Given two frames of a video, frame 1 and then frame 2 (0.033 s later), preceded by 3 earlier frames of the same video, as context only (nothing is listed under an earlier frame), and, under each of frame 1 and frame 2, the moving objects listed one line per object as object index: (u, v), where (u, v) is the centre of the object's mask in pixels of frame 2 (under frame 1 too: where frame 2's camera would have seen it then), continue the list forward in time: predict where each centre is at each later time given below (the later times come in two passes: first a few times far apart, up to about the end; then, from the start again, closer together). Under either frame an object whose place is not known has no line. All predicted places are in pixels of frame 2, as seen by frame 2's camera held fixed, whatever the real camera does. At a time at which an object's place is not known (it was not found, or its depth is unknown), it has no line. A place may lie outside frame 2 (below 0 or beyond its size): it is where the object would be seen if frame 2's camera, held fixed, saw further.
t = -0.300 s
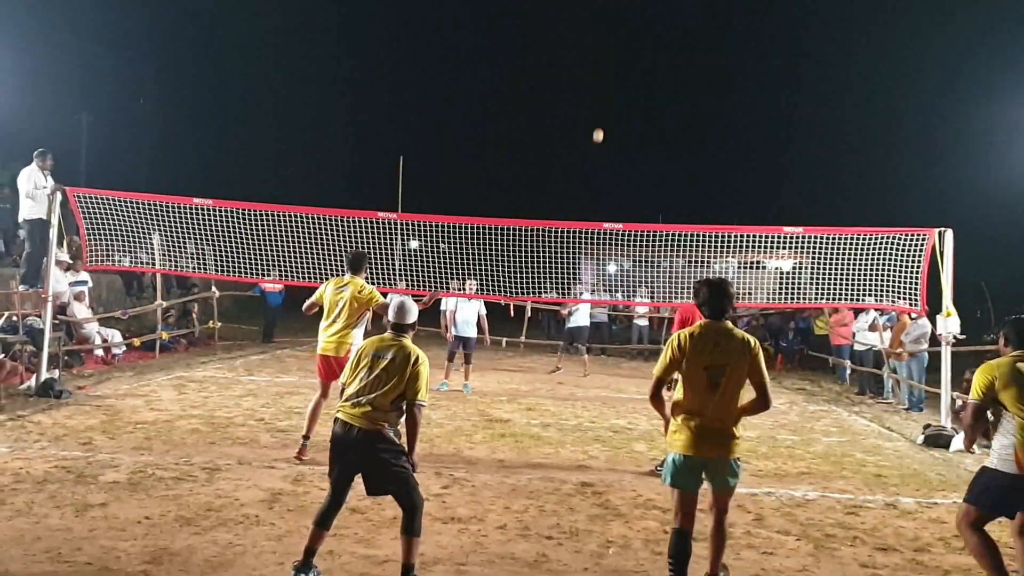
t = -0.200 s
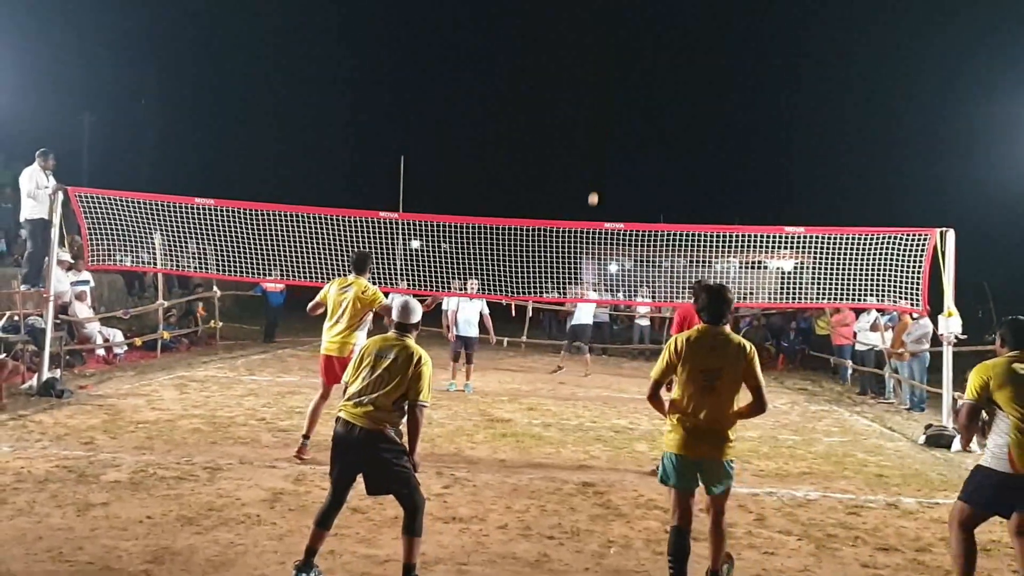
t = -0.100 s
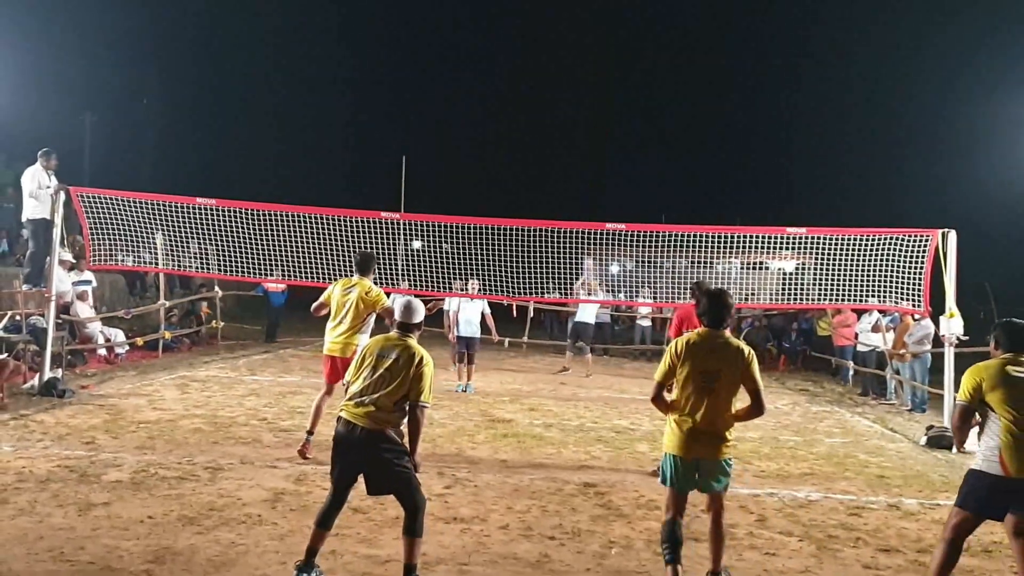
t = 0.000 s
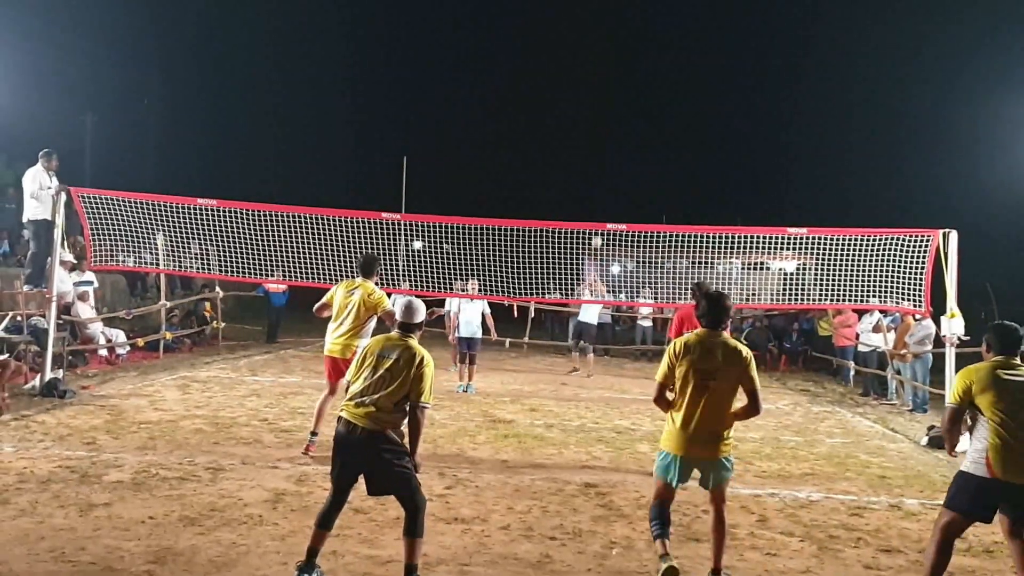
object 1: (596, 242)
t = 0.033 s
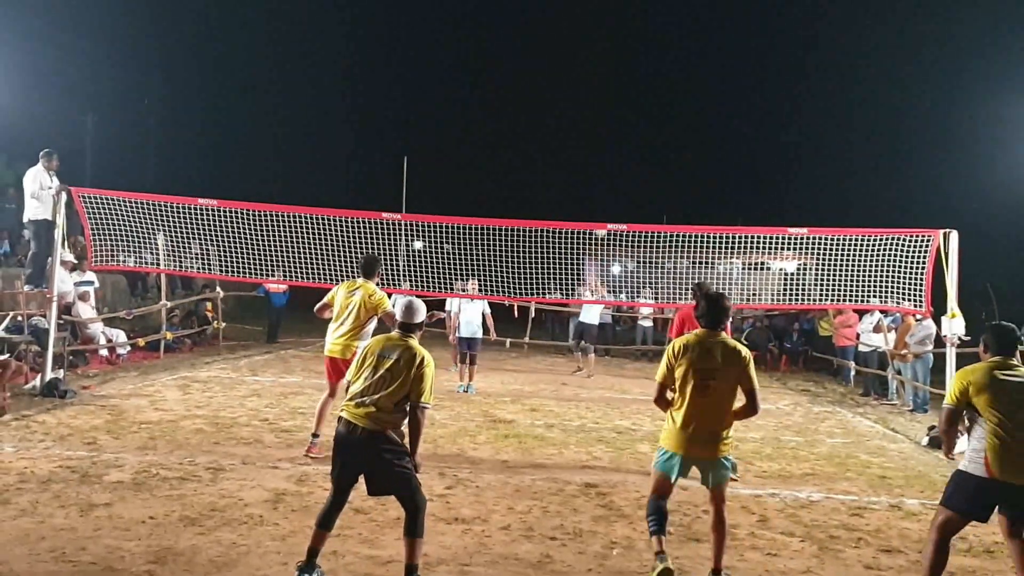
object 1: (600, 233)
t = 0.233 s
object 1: (623, 176)
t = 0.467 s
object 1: (652, 134)
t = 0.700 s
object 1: (689, 130)
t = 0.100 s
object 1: (607, 211)
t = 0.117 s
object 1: (609, 207)
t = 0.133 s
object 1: (611, 202)
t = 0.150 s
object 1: (613, 197)
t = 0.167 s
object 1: (615, 193)
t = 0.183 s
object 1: (617, 189)
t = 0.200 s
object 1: (619, 184)
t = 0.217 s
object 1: (620, 180)
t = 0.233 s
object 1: (623, 176)
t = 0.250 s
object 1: (624, 172)
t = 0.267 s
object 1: (627, 168)
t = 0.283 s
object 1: (628, 164)
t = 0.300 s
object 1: (631, 161)
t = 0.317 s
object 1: (633, 158)
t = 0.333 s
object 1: (635, 155)
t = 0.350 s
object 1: (637, 151)
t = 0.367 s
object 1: (639, 148)
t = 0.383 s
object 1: (641, 145)
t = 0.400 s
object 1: (644, 142)
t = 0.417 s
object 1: (646, 140)
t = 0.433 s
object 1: (648, 138)
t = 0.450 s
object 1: (650, 136)
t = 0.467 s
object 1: (652, 134)
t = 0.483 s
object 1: (655, 132)
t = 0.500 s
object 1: (657, 130)
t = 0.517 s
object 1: (660, 129)
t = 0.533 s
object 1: (662, 127)
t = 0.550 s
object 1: (665, 127)
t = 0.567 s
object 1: (667, 126)
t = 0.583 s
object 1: (670, 126)
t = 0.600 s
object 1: (672, 126)
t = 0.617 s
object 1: (675, 126)
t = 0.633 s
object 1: (678, 126)
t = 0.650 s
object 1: (681, 126)
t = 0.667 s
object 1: (683, 127)
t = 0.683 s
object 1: (686, 128)
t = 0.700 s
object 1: (689, 130)
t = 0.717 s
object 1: (692, 132)
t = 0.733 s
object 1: (695, 134)
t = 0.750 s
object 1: (698, 136)
